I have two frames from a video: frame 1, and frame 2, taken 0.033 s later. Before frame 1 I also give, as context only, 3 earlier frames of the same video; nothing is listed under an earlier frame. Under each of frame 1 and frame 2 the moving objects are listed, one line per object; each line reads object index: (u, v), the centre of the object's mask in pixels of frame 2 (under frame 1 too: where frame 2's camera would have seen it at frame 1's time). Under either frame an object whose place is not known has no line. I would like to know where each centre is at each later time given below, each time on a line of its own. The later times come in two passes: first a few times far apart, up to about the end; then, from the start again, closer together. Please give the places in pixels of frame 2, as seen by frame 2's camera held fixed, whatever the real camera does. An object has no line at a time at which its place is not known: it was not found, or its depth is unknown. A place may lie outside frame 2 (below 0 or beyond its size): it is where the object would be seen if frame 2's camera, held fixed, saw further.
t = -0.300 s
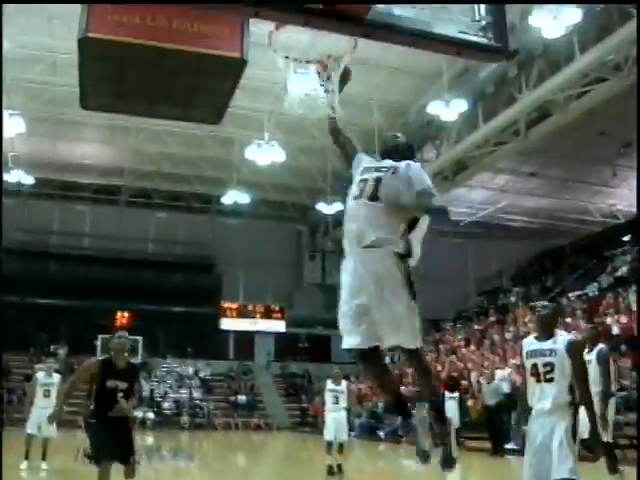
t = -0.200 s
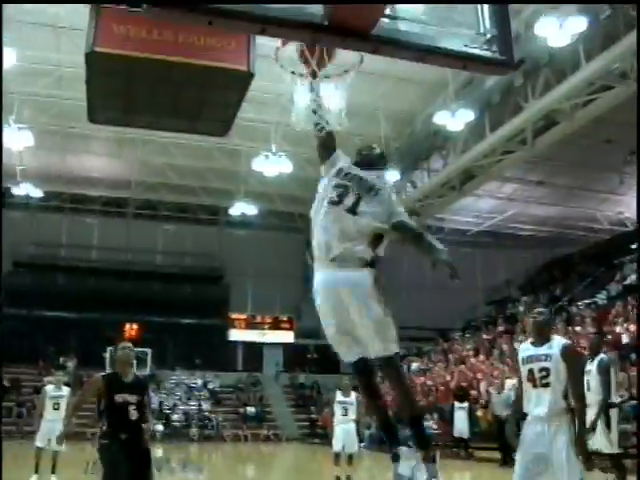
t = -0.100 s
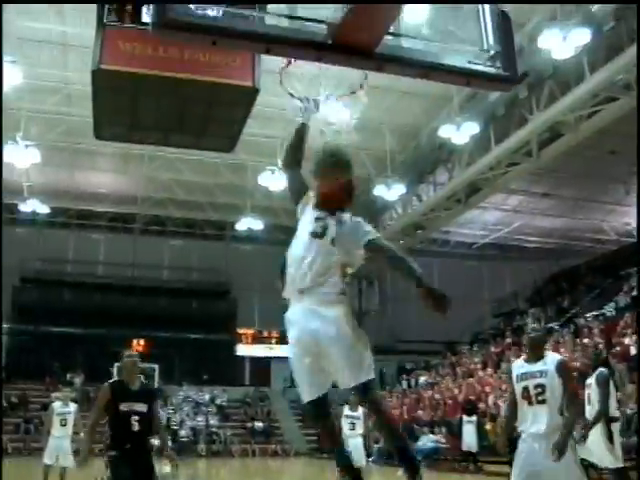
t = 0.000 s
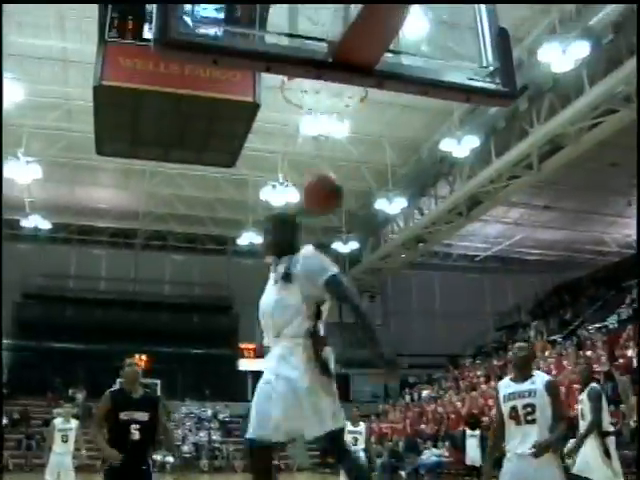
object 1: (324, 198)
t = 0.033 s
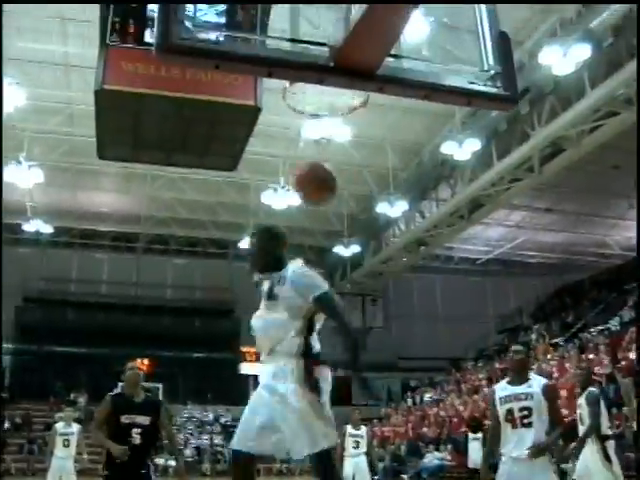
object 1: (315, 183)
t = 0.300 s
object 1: (238, 121)
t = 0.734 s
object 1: (19, 353)
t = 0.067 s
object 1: (306, 169)
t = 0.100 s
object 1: (297, 158)
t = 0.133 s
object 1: (288, 148)
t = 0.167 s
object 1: (278, 139)
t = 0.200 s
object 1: (268, 131)
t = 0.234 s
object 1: (258, 125)
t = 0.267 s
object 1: (248, 122)
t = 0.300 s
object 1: (238, 121)
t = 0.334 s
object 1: (226, 121)
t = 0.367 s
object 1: (215, 122)
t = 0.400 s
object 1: (203, 124)
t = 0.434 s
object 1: (190, 130)
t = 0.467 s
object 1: (177, 138)
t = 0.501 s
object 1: (161, 149)
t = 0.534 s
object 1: (147, 163)
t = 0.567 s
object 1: (130, 182)
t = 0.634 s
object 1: (90, 238)
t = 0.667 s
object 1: (67, 268)
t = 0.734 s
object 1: (19, 353)
